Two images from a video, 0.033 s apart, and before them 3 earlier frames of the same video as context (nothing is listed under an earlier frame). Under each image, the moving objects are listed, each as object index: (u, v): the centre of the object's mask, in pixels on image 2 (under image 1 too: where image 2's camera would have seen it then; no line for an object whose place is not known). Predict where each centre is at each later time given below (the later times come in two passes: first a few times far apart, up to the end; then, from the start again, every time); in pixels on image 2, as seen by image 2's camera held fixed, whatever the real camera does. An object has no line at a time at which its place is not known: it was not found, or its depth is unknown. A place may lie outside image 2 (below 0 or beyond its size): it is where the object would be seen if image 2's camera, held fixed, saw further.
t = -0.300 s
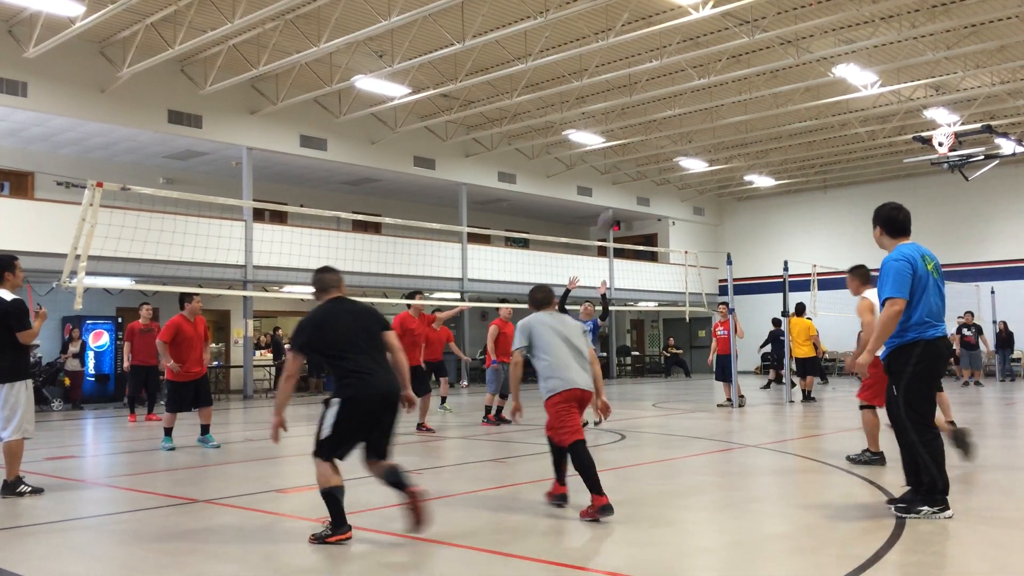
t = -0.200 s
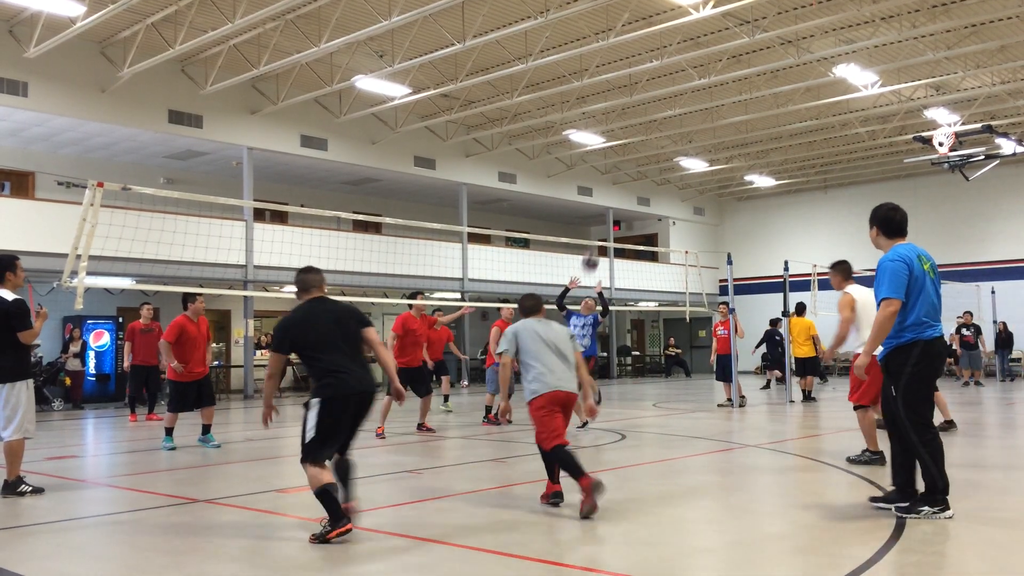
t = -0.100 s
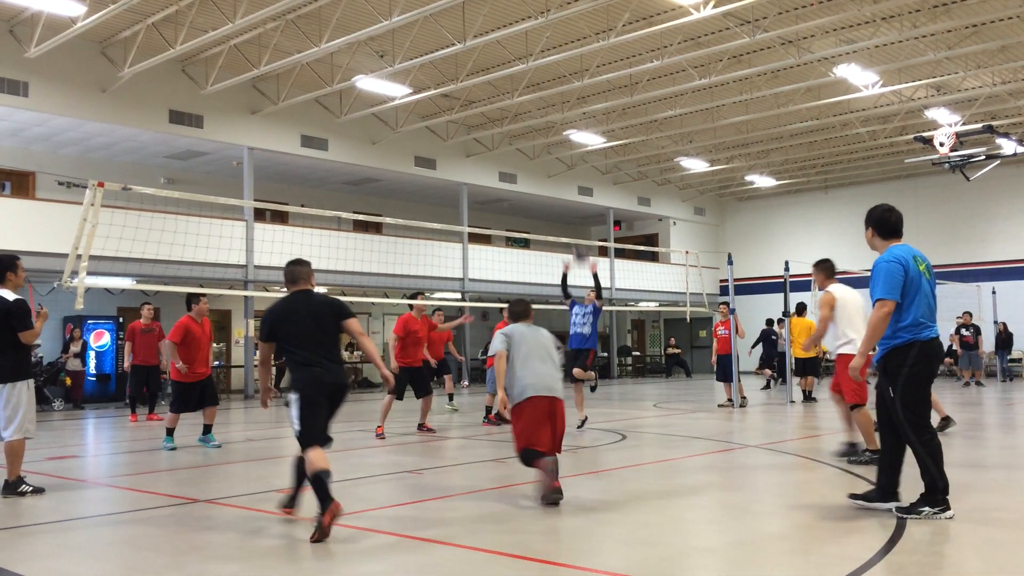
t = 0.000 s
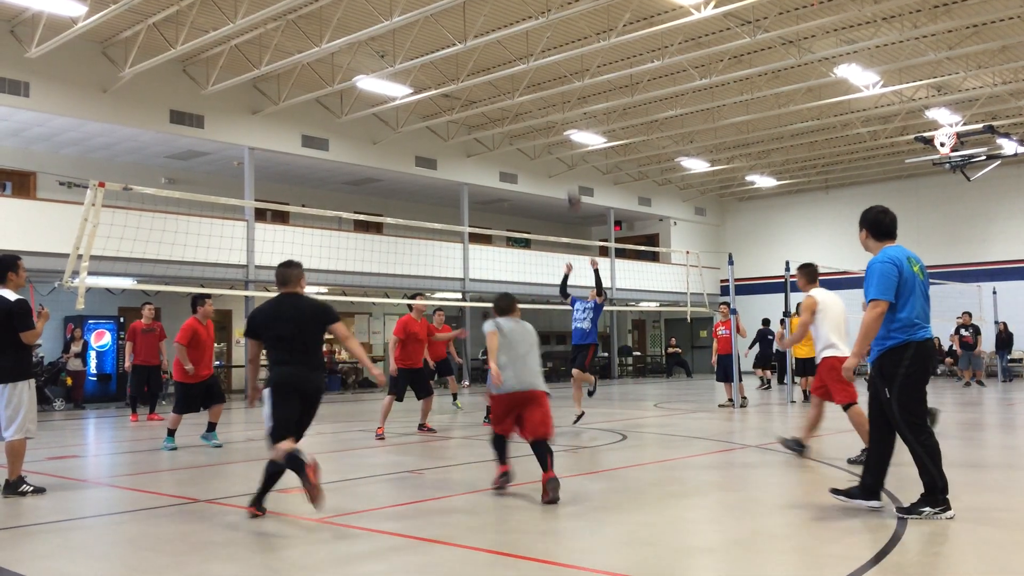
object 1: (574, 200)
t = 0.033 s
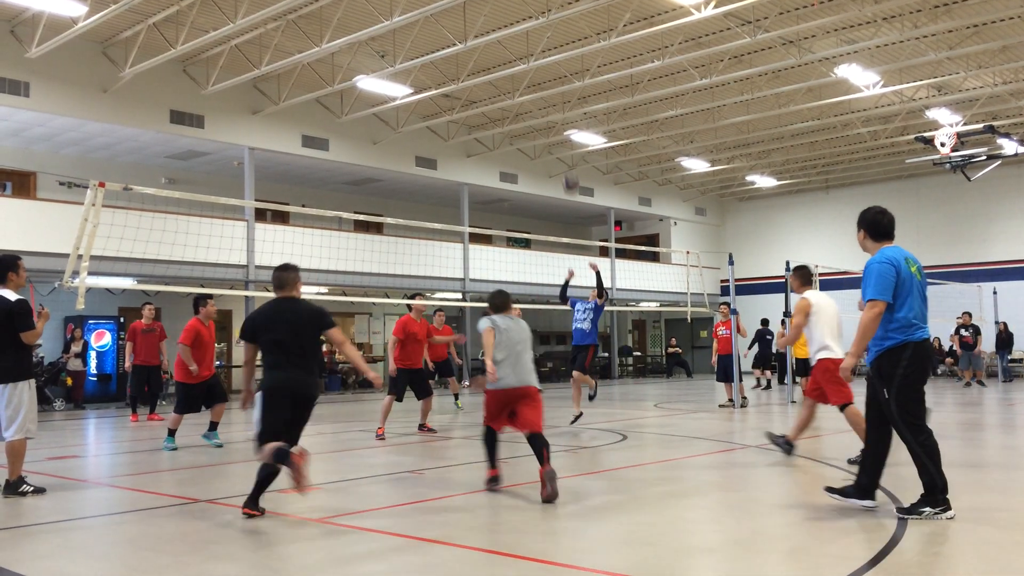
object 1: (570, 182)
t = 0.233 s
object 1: (554, 106)
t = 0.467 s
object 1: (536, 56)
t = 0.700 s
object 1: (517, 49)
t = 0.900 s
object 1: (502, 81)
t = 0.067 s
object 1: (568, 170)
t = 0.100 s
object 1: (566, 155)
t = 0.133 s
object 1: (562, 141)
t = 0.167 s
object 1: (560, 127)
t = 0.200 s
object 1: (557, 117)
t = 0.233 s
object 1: (554, 106)
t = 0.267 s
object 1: (552, 96)
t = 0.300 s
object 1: (549, 87)
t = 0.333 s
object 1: (545, 79)
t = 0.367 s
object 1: (544, 72)
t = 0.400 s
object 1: (541, 66)
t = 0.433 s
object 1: (538, 60)
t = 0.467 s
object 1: (536, 56)
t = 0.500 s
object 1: (534, 52)
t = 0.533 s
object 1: (531, 49)
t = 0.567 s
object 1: (528, 47)
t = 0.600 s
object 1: (525, 47)
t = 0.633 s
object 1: (523, 47)
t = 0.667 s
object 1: (520, 48)
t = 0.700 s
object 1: (517, 49)
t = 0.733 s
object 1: (515, 52)
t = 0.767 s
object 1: (512, 56)
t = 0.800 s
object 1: (510, 60)
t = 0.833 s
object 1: (507, 66)
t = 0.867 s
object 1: (504, 73)
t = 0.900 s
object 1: (502, 81)
